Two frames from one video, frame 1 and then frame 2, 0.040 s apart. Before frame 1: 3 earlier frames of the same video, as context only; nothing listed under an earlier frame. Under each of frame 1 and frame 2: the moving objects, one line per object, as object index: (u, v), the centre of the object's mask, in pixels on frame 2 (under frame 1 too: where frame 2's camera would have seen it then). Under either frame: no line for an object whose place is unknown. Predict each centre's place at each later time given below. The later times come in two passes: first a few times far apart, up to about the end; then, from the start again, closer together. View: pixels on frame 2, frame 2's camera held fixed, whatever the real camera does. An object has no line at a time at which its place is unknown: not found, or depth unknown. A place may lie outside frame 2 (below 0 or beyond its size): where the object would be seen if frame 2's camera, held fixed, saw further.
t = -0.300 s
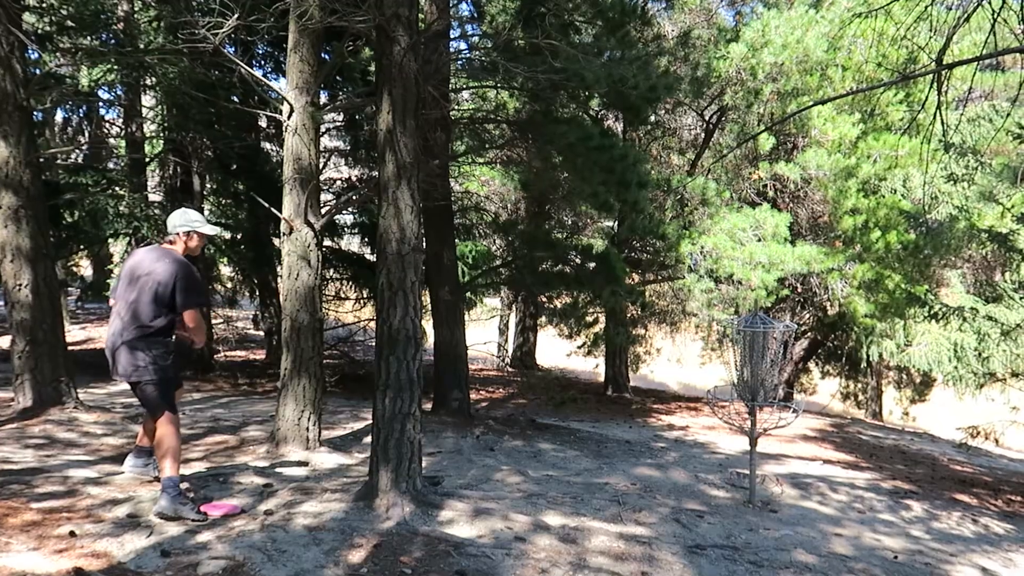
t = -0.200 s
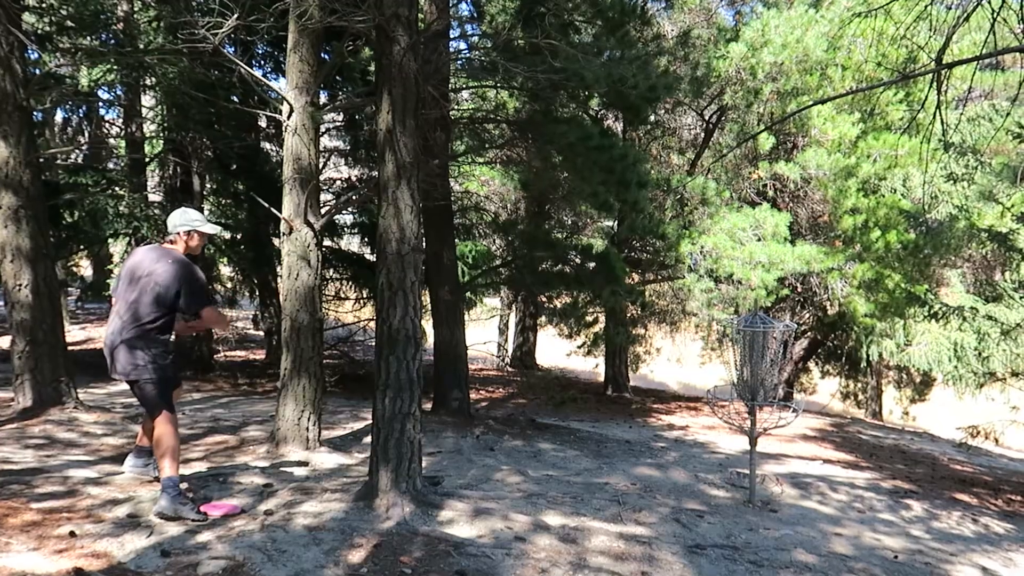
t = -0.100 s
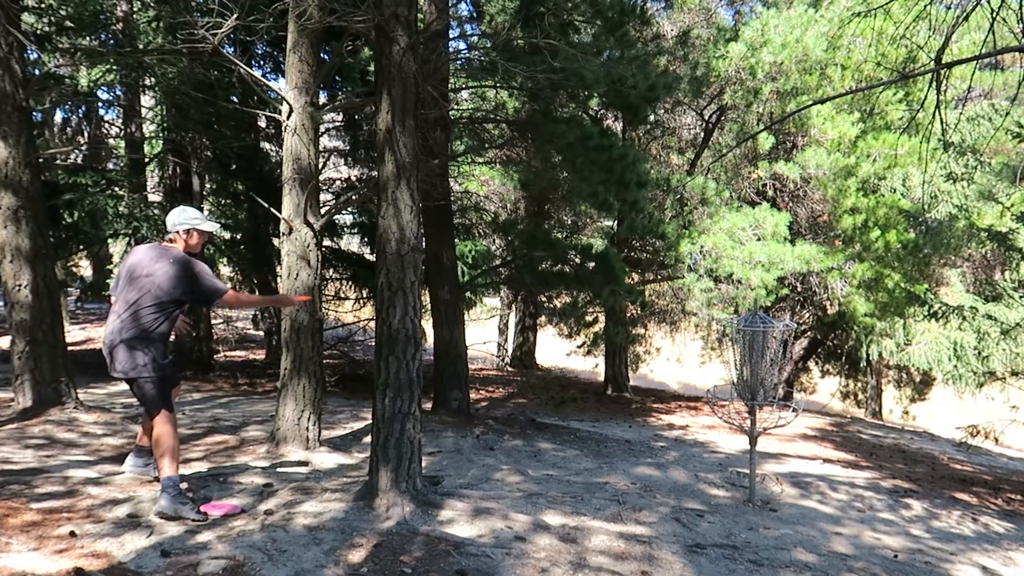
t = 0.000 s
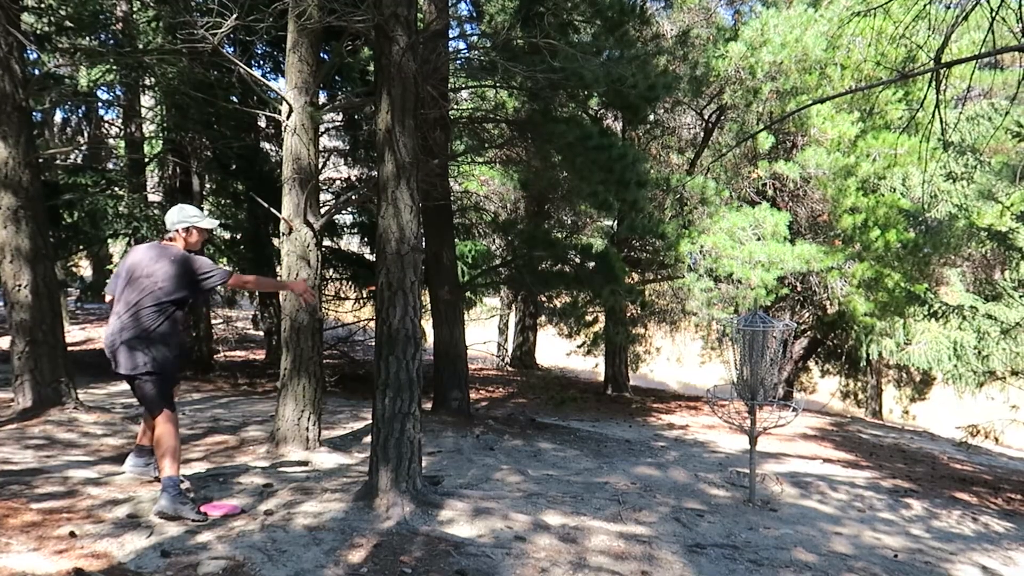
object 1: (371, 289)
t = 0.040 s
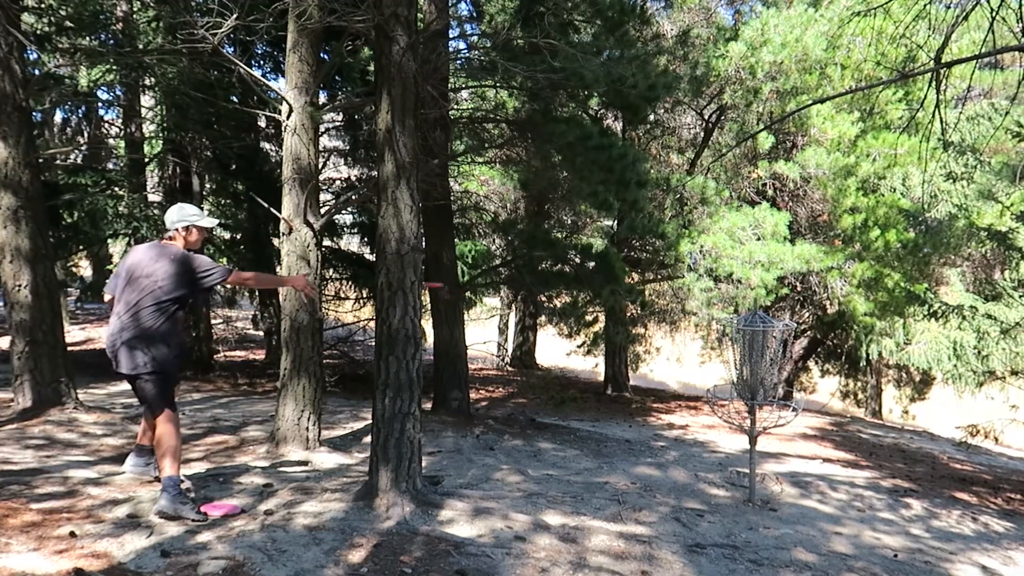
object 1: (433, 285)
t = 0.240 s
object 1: (598, 304)
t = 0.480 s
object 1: (731, 350)
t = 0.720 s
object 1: (728, 389)
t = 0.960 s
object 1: (730, 405)
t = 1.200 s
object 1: (739, 416)
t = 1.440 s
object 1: (740, 418)
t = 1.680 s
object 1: (740, 419)
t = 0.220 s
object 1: (581, 300)
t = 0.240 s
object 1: (598, 304)
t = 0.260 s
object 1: (611, 307)
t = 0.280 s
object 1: (623, 310)
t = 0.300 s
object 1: (642, 314)
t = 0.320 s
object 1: (655, 319)
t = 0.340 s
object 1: (669, 322)
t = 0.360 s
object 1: (684, 327)
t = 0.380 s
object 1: (697, 331)
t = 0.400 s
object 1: (713, 336)
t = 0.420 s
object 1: (722, 339)
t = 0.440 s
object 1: (726, 339)
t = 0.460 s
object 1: (731, 346)
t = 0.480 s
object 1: (731, 350)
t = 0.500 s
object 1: (732, 352)
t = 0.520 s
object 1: (731, 355)
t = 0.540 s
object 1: (731, 357)
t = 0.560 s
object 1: (731, 359)
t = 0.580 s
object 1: (730, 361)
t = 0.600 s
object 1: (730, 364)
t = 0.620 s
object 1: (729, 367)
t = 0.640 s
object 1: (729, 370)
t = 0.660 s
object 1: (728, 375)
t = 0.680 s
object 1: (728, 379)
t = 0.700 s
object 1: (728, 384)
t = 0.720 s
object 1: (728, 389)
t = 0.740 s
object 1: (727, 395)
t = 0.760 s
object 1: (726, 400)
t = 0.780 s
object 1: (726, 403)
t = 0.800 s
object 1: (726, 402)
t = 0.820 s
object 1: (727, 401)
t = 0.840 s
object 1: (727, 401)
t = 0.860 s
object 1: (728, 401)
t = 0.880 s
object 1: (728, 402)
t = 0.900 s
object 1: (728, 402)
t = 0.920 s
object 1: (729, 403)
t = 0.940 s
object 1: (729, 404)
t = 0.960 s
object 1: (730, 405)
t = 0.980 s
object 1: (730, 406)
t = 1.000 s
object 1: (732, 407)
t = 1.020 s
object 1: (731, 409)
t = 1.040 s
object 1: (734, 410)
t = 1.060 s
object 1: (735, 411)
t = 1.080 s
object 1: (736, 412)
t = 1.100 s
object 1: (736, 412)
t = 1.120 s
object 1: (737, 412)
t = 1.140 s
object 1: (737, 413)
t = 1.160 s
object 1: (738, 414)
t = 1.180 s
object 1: (739, 415)
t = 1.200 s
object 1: (739, 416)
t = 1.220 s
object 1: (740, 418)
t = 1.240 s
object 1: (740, 418)
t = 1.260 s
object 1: (740, 418)
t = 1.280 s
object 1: (740, 418)
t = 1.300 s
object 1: (740, 418)
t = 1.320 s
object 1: (740, 418)
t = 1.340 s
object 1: (740, 418)
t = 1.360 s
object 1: (740, 418)
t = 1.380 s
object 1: (740, 418)
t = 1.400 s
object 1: (740, 418)
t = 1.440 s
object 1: (740, 418)
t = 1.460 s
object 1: (740, 418)
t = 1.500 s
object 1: (740, 419)
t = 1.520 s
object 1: (740, 419)
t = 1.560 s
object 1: (740, 419)
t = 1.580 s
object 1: (739, 419)
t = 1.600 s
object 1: (739, 419)
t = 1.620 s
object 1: (740, 418)
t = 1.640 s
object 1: (739, 419)
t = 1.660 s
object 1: (739, 419)
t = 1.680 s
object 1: (740, 419)
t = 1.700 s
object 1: (740, 419)
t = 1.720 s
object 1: (740, 419)
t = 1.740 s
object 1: (739, 419)
